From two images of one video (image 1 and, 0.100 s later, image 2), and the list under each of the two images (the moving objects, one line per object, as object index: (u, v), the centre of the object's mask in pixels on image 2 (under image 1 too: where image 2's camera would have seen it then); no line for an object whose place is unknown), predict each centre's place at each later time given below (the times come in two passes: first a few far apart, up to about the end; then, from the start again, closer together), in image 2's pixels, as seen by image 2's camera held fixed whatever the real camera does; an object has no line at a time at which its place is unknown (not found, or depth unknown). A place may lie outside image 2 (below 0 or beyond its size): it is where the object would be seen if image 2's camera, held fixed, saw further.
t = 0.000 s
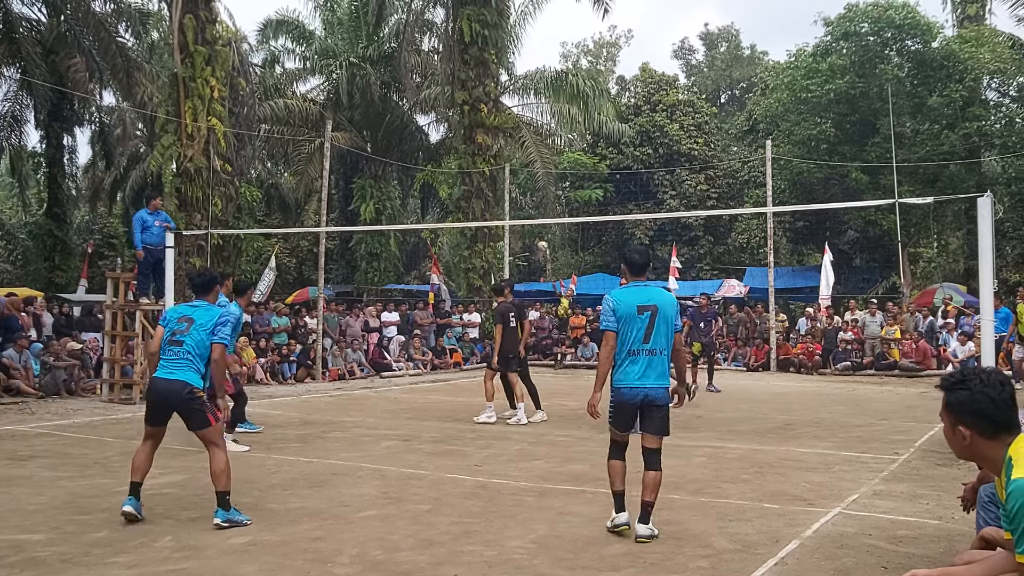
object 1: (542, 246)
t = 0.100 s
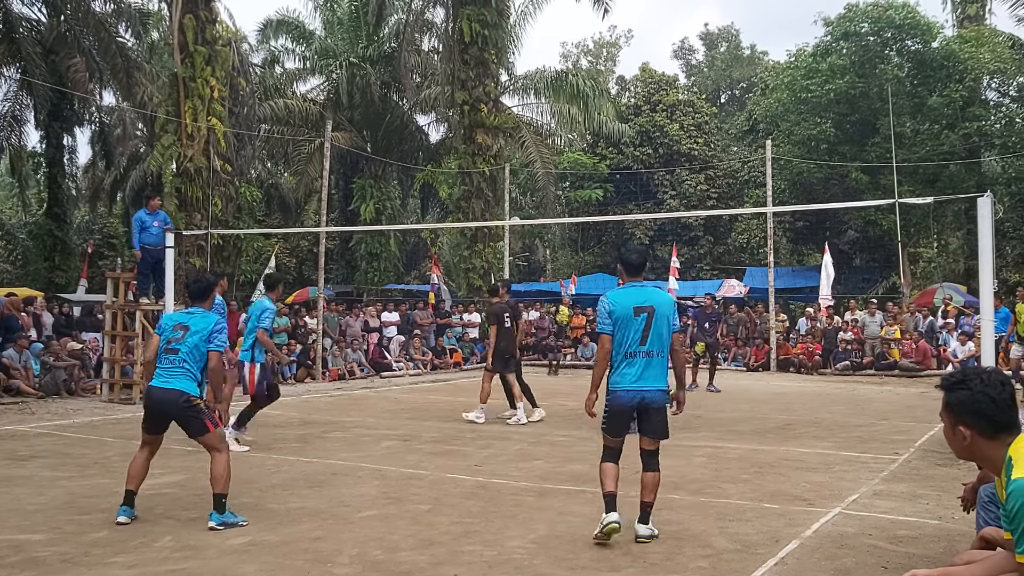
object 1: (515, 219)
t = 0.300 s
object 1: (453, 178)
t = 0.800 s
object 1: (217, 136)
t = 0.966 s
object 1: (96, 168)
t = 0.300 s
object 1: (453, 178)
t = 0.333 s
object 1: (441, 172)
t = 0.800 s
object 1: (217, 136)
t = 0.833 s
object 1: (196, 141)
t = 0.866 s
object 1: (172, 144)
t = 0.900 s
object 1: (149, 151)
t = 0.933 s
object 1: (124, 160)
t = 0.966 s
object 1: (96, 168)
